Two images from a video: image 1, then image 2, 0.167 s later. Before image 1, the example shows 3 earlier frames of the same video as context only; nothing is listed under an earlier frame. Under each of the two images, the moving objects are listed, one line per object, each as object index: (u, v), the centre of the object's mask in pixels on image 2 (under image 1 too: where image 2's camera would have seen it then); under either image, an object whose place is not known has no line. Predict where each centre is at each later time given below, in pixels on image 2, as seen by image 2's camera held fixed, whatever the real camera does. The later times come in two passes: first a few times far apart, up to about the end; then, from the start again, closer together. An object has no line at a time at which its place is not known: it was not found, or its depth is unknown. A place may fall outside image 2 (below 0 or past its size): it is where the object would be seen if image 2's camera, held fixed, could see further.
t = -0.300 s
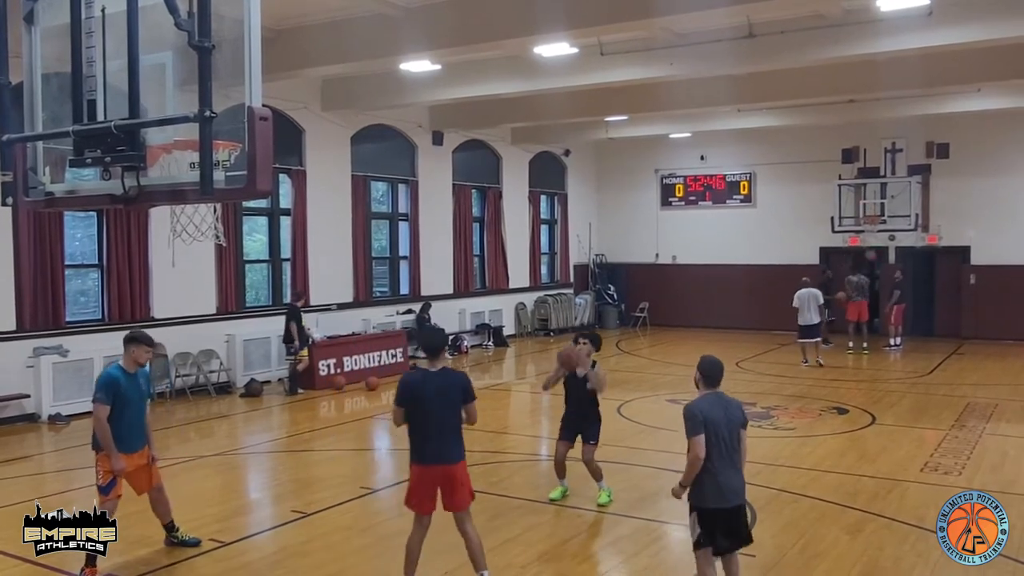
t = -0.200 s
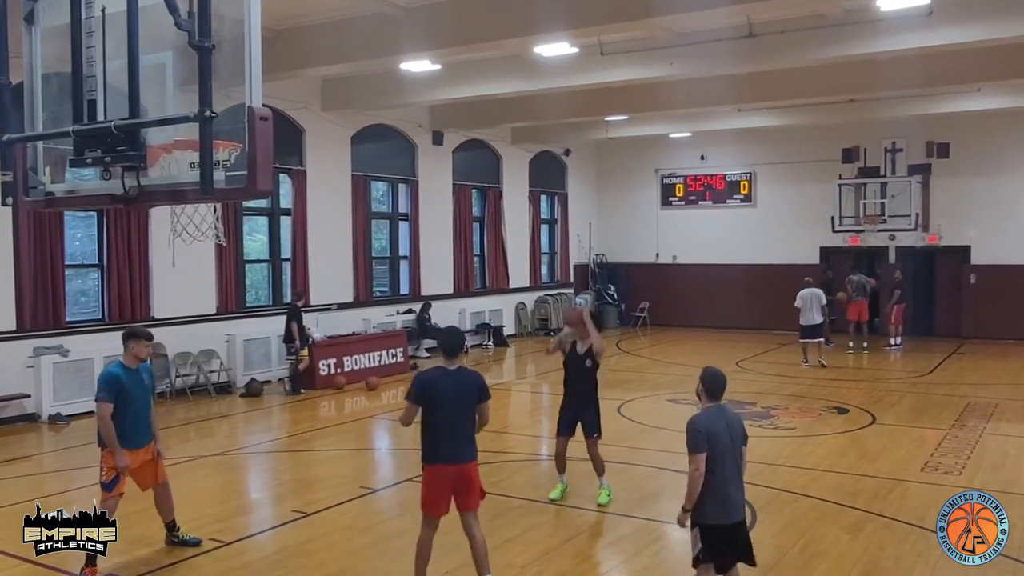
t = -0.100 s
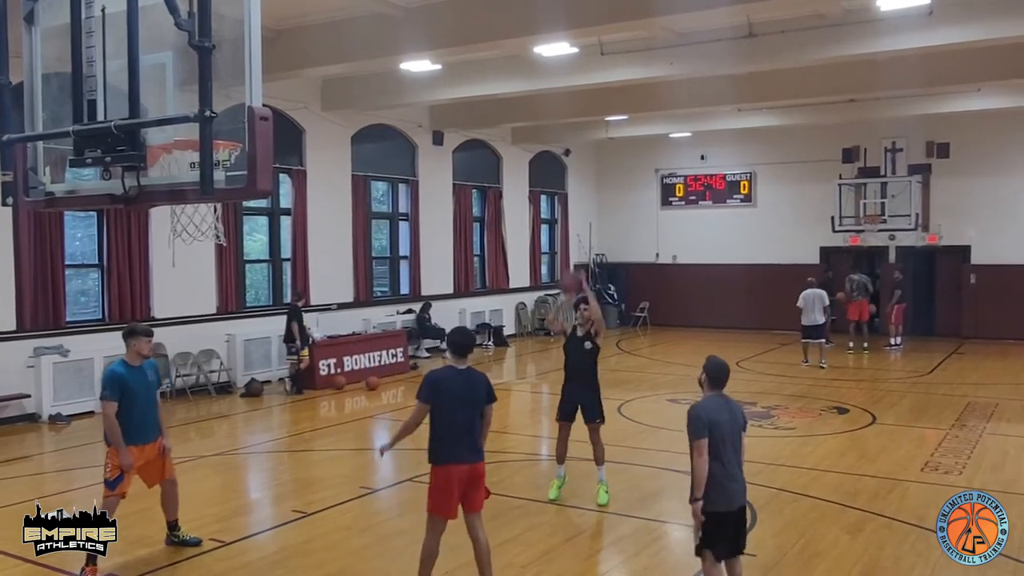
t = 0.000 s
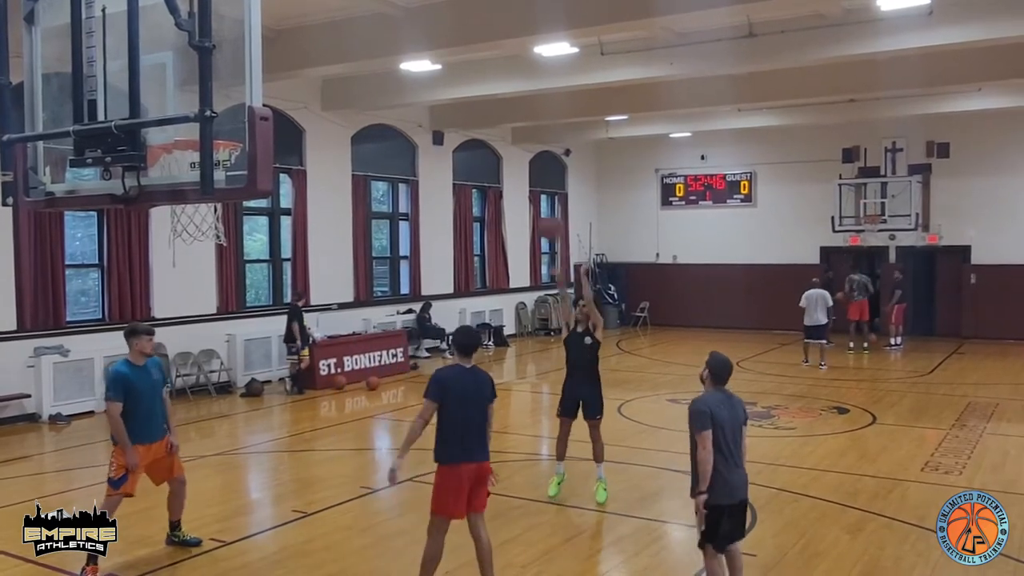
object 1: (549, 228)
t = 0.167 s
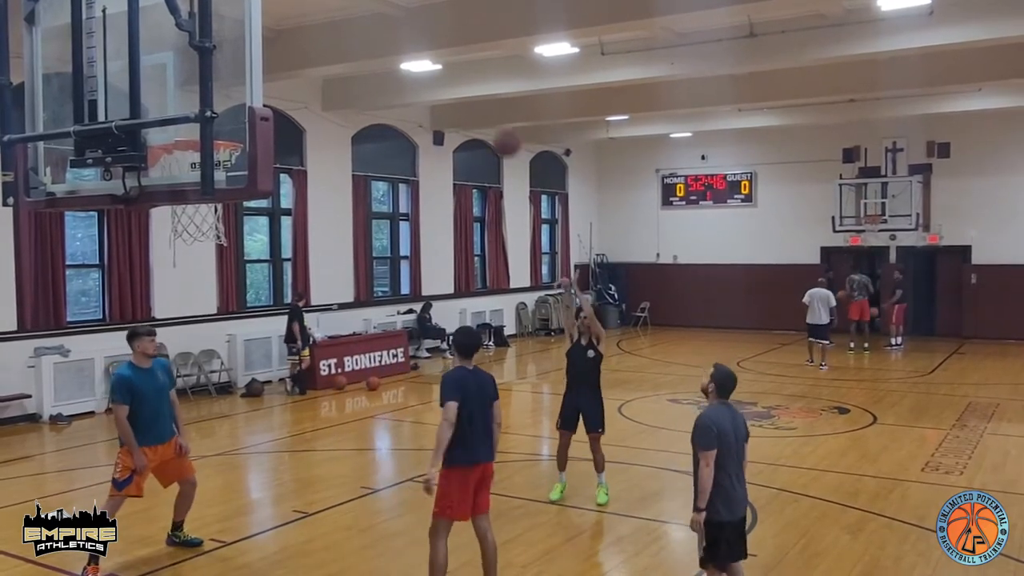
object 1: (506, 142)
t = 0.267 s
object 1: (478, 103)
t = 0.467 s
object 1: (409, 49)
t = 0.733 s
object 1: (298, 55)
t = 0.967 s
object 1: (173, 164)
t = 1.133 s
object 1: (179, 237)
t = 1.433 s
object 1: (249, 454)
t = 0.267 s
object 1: (478, 103)
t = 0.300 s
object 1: (467, 90)
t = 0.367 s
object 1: (446, 70)
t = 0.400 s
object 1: (435, 64)
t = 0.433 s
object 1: (422, 55)
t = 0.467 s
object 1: (409, 49)
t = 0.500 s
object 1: (395, 45)
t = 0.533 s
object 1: (384, 42)
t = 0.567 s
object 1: (371, 39)
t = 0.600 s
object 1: (357, 39)
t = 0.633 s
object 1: (343, 41)
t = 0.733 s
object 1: (298, 55)
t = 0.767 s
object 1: (283, 64)
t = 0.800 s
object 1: (273, 79)
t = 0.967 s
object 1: (173, 164)
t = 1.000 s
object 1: (160, 171)
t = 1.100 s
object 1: (171, 223)
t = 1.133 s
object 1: (179, 237)
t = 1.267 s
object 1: (212, 318)
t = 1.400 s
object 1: (242, 425)
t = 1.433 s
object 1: (249, 454)
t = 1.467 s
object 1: (256, 485)
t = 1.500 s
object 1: (263, 517)
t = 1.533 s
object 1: (271, 551)
